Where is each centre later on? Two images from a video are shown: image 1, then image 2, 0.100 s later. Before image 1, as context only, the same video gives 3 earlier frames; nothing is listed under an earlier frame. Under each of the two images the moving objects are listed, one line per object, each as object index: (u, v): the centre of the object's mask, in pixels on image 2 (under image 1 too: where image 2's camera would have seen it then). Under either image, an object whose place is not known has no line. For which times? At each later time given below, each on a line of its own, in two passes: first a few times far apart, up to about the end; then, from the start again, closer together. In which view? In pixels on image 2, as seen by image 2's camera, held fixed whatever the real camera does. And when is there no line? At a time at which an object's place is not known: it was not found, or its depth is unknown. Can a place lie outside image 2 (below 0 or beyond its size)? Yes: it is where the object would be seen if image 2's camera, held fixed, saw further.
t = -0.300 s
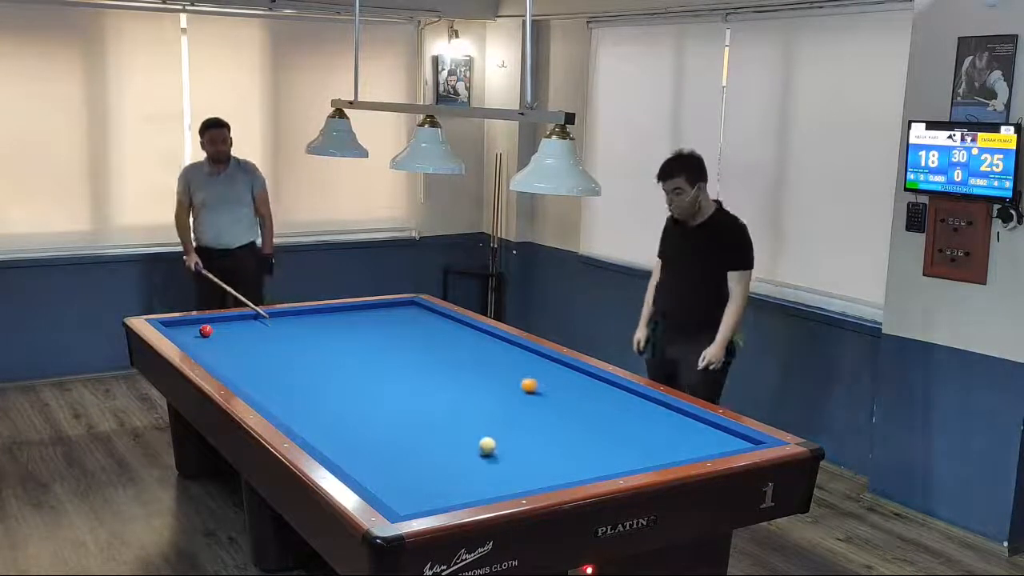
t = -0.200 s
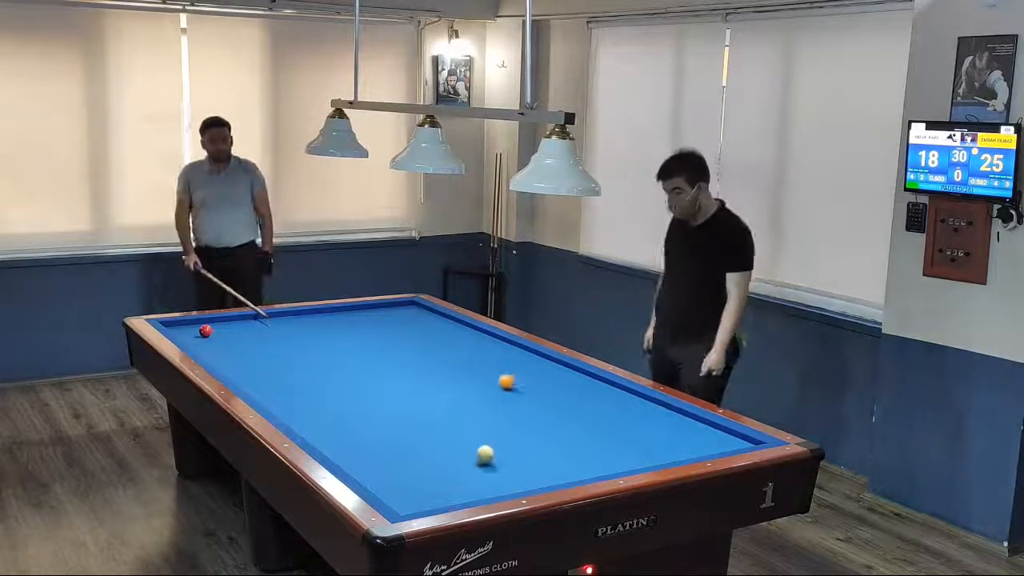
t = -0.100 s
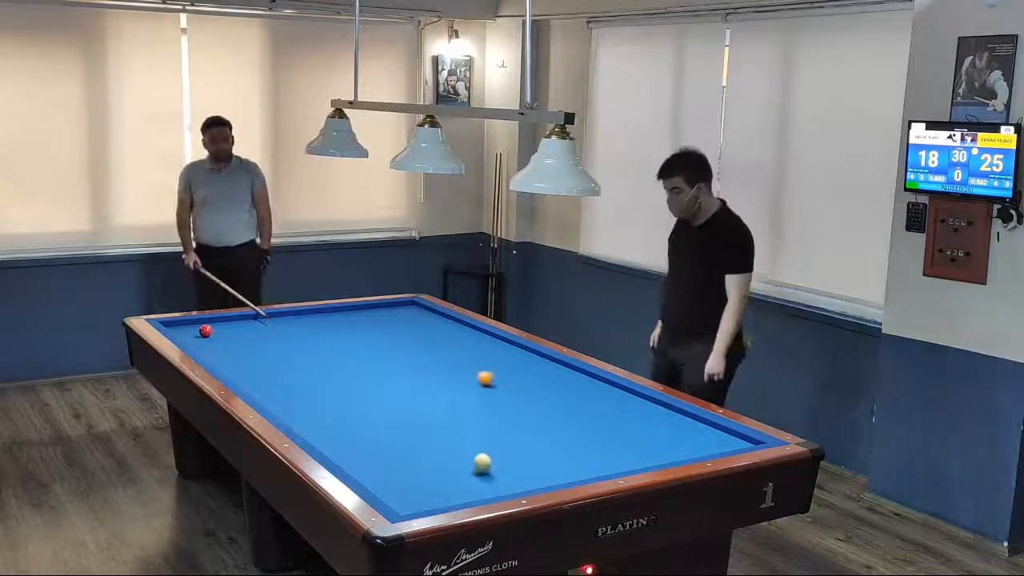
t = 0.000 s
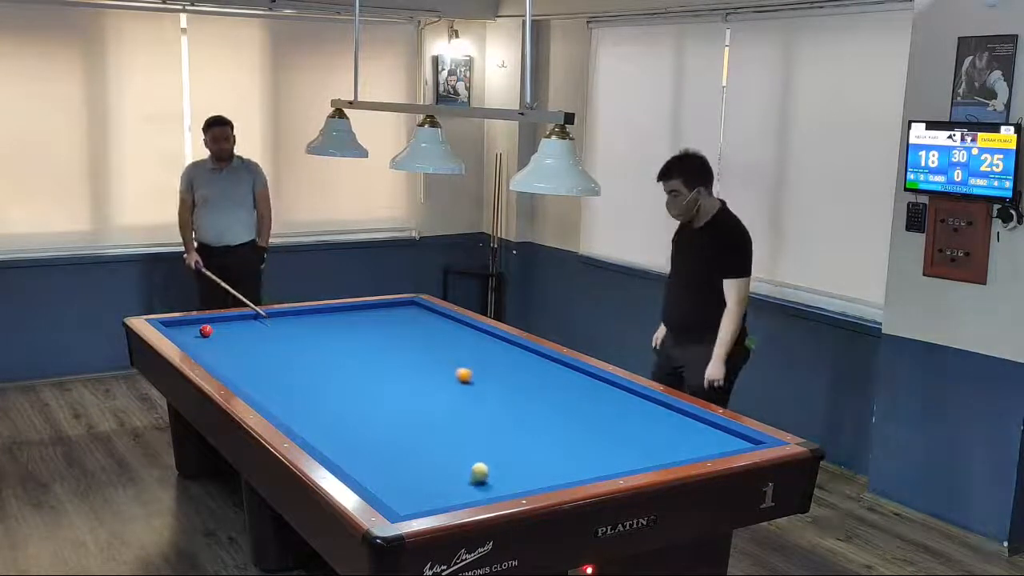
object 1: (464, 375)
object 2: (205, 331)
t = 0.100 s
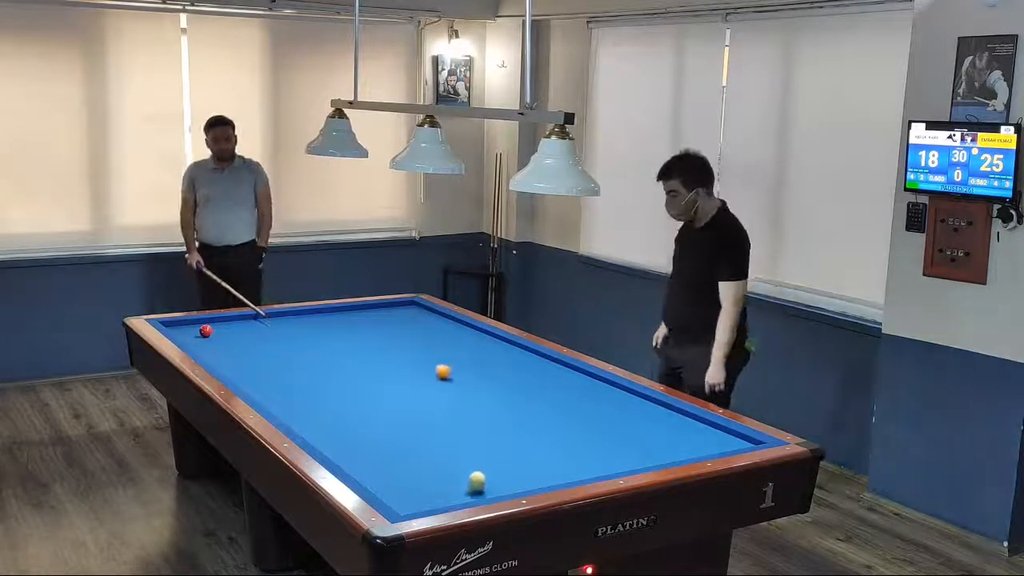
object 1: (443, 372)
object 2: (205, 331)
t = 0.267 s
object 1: (409, 367)
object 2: (205, 331)
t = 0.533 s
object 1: (357, 358)
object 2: (205, 331)
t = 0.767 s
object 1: (315, 351)
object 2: (206, 331)
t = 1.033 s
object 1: (270, 344)
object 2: (205, 331)
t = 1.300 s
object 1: (226, 338)
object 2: (206, 331)
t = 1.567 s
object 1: (186, 334)
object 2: (205, 328)
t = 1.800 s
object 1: (189, 332)
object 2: (205, 323)
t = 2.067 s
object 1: (202, 328)
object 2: (206, 319)
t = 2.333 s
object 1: (215, 325)
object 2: (213, 318)
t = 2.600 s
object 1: (229, 325)
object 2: (218, 321)
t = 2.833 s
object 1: (240, 325)
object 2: (224, 321)
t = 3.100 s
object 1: (252, 325)
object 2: (228, 321)
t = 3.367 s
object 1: (264, 325)
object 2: (231, 320)
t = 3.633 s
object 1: (275, 325)
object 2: (234, 320)
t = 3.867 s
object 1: (284, 325)
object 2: (236, 320)
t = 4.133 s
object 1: (294, 325)
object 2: (238, 319)
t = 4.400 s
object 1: (303, 325)
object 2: (240, 319)
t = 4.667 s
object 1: (311, 325)
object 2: (241, 319)
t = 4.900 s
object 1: (318, 325)
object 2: (241, 319)
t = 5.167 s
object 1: (325, 325)
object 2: (241, 319)
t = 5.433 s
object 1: (331, 325)
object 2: (241, 319)
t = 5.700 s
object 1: (337, 325)
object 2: (241, 319)
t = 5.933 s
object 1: (342, 325)
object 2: (241, 319)
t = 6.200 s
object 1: (346, 324)
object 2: (241, 319)
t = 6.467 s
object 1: (350, 324)
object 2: (241, 319)
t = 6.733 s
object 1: (353, 324)
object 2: (241, 319)
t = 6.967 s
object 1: (355, 324)
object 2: (241, 319)
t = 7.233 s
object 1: (357, 324)
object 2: (241, 319)
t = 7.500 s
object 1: (358, 324)
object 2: (241, 319)
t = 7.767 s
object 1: (359, 324)
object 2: (242, 319)
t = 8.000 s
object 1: (359, 324)
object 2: (242, 319)
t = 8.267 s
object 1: (359, 324)
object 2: (241, 319)
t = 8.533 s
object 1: (359, 324)
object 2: (242, 319)
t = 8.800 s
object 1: (359, 324)
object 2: (242, 319)
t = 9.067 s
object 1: (359, 324)
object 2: (241, 319)
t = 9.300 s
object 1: (359, 324)
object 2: (242, 319)
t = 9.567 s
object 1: (359, 324)
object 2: (242, 319)
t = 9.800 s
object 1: (359, 324)
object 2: (241, 319)
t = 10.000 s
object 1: (359, 324)
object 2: (241, 319)
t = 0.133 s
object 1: (436, 371)
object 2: (205, 331)
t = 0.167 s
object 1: (429, 370)
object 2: (205, 331)
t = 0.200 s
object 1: (422, 369)
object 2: (205, 331)
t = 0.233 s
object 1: (416, 368)
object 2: (205, 331)
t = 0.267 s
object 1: (409, 367)
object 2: (205, 331)
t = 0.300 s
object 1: (403, 366)
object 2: (205, 331)
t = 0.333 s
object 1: (396, 365)
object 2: (205, 331)
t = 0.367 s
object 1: (390, 363)
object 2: (205, 331)
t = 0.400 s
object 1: (384, 363)
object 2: (205, 331)
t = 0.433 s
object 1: (377, 362)
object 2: (205, 331)
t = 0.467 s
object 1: (371, 361)
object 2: (205, 331)
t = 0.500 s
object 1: (364, 360)
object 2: (205, 331)
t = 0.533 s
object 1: (357, 358)
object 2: (205, 331)
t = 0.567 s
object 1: (352, 357)
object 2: (205, 331)
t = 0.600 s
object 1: (345, 356)
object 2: (205, 331)
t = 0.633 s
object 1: (340, 355)
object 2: (205, 331)
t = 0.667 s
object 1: (333, 354)
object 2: (205, 331)
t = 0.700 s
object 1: (328, 354)
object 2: (205, 331)
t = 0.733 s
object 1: (322, 353)
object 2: (205, 331)
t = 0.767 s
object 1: (315, 351)
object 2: (206, 331)
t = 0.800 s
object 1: (310, 351)
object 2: (206, 331)
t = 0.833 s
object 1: (304, 350)
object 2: (206, 331)
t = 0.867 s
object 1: (298, 349)
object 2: (206, 331)
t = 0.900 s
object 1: (292, 348)
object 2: (206, 331)
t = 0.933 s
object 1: (286, 347)
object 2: (206, 331)
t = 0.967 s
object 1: (281, 346)
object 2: (205, 331)
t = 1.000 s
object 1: (275, 345)
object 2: (205, 331)
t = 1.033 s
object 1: (270, 344)
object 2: (205, 331)
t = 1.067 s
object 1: (264, 343)
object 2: (205, 331)
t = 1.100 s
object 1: (259, 342)
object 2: (206, 331)
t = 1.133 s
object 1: (253, 341)
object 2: (206, 331)
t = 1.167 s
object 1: (248, 340)
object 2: (205, 331)
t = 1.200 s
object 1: (242, 340)
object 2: (205, 331)
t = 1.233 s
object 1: (237, 339)
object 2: (206, 331)
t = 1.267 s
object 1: (232, 338)
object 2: (206, 331)
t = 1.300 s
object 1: (226, 338)
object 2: (206, 331)
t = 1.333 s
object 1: (222, 336)
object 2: (205, 331)
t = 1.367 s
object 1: (217, 335)
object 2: (205, 331)
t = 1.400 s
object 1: (211, 334)
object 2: (204, 330)
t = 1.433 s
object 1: (206, 333)
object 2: (204, 327)
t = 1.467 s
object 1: (201, 333)
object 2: (207, 327)
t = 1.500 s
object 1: (197, 333)
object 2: (206, 328)
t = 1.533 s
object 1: (192, 333)
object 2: (205, 329)
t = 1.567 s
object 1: (186, 334)
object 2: (205, 328)
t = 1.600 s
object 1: (182, 333)
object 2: (205, 327)
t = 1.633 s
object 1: (180, 333)
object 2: (205, 327)
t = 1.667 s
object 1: (182, 333)
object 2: (204, 327)
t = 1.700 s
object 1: (185, 333)
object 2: (205, 326)
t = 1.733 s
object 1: (186, 332)
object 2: (205, 326)
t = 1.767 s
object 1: (188, 332)
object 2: (205, 324)
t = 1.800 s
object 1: (189, 332)
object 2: (205, 323)
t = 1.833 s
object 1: (192, 331)
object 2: (205, 322)
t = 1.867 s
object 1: (194, 331)
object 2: (205, 322)
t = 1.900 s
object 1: (195, 331)
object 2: (205, 322)
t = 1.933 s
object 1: (196, 330)
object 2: (205, 321)
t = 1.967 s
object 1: (198, 330)
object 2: (205, 321)
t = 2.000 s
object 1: (200, 329)
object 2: (206, 320)
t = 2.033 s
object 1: (201, 329)
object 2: (205, 319)
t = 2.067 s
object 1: (202, 328)
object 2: (206, 319)
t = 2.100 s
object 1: (204, 328)
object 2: (207, 319)
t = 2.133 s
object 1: (206, 328)
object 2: (207, 319)
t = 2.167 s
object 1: (208, 327)
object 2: (209, 319)
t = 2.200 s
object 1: (209, 327)
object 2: (211, 319)
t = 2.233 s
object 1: (211, 327)
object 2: (211, 318)
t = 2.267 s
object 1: (212, 326)
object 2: (212, 318)
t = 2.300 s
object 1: (214, 326)
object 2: (212, 318)
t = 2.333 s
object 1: (215, 325)
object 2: (213, 318)
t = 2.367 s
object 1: (217, 325)
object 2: (214, 318)
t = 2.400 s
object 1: (218, 325)
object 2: (214, 319)
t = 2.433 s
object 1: (219, 325)
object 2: (215, 319)
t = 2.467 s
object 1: (221, 325)
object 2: (216, 319)
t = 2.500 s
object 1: (222, 324)
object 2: (216, 320)
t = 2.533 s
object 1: (224, 325)
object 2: (217, 320)
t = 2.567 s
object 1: (227, 325)
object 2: (218, 321)
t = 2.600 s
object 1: (229, 325)
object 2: (218, 321)
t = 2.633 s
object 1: (231, 325)
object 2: (219, 322)
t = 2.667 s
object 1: (232, 325)
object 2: (220, 322)
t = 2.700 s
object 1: (233, 325)
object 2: (222, 321)
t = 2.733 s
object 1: (234, 325)
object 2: (223, 321)
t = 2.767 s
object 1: (236, 325)
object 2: (223, 321)
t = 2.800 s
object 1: (237, 325)
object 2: (224, 321)
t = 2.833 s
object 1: (240, 325)
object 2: (224, 321)
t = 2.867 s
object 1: (241, 325)
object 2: (225, 321)
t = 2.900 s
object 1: (243, 325)
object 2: (225, 321)
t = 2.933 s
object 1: (245, 325)
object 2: (225, 321)
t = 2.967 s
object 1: (246, 325)
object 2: (225, 321)
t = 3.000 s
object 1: (248, 325)
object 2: (226, 321)
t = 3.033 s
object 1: (249, 325)
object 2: (227, 321)
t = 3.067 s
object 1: (250, 325)
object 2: (227, 321)
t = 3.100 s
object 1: (252, 325)
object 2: (228, 321)
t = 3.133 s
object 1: (254, 325)
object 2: (228, 321)
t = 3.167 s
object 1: (255, 325)
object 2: (229, 321)
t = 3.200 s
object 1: (257, 325)
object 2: (229, 321)
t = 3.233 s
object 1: (258, 325)
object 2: (229, 321)
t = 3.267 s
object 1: (260, 325)
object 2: (230, 321)
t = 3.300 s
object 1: (261, 325)
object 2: (230, 321)
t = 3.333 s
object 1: (263, 325)
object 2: (231, 321)
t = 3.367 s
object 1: (264, 325)
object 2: (231, 320)
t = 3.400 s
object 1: (266, 325)
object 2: (231, 320)
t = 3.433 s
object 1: (267, 325)
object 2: (231, 320)
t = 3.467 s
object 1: (268, 325)
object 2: (232, 320)
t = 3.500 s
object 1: (270, 325)
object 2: (232, 320)
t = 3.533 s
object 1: (271, 325)
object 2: (233, 320)
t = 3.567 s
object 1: (272, 325)
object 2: (234, 320)
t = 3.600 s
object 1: (274, 325)
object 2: (234, 320)
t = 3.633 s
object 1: (275, 325)
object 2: (234, 320)
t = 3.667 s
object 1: (276, 325)
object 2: (234, 320)
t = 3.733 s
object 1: (279, 325)
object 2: (235, 320)
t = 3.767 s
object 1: (280, 325)
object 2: (236, 320)
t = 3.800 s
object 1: (282, 325)
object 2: (236, 320)
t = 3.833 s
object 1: (283, 325)
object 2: (236, 320)
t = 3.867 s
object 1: (284, 325)
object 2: (236, 320)
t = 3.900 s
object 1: (286, 325)
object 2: (236, 319)
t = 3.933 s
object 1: (287, 325)
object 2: (237, 320)
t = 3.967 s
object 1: (288, 325)
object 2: (237, 319)
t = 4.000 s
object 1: (289, 325)
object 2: (237, 319)
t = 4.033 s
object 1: (290, 325)
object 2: (237, 319)
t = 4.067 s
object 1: (292, 325)
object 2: (238, 319)
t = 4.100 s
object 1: (293, 325)
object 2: (238, 319)
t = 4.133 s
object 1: (294, 325)
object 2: (238, 319)
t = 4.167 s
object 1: (295, 325)
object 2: (238, 319)
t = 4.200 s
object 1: (296, 325)
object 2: (239, 319)
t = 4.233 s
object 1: (298, 325)
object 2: (239, 319)
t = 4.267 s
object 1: (299, 325)
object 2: (239, 319)
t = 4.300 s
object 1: (300, 325)
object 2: (239, 319)
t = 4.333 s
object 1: (301, 325)
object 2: (239, 319)
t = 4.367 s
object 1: (302, 325)
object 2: (240, 319)
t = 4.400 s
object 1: (303, 325)
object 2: (240, 319)
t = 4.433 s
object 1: (304, 325)
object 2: (240, 319)
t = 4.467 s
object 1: (305, 325)
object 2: (240, 319)
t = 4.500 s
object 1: (306, 325)
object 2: (240, 319)
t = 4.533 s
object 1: (307, 325)
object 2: (240, 319)
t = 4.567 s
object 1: (308, 325)
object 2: (240, 319)
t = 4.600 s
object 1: (309, 325)
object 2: (241, 319)
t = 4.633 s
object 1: (310, 325)
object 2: (241, 319)
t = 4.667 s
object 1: (311, 325)
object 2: (241, 319)
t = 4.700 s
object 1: (312, 325)
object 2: (241, 319)
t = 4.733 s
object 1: (313, 325)
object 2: (241, 319)
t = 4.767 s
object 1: (314, 325)
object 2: (241, 319)
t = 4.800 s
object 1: (315, 325)
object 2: (241, 319)
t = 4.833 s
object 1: (316, 325)
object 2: (241, 319)
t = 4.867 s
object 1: (317, 325)
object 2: (241, 319)
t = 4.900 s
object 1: (318, 325)
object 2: (241, 319)
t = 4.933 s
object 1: (319, 325)
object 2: (241, 319)
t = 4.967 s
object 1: (320, 325)
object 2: (241, 319)
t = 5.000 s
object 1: (321, 325)
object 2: (241, 319)
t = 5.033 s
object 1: (321, 325)
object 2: (241, 319)
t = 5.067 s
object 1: (322, 325)
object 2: (241, 319)
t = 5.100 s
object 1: (323, 325)
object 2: (241, 319)
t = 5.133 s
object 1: (324, 325)
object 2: (241, 319)
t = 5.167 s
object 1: (325, 325)
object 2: (241, 319)
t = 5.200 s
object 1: (326, 325)
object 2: (241, 319)
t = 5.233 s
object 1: (327, 325)
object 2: (241, 319)
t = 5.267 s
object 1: (328, 325)
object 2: (241, 319)
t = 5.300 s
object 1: (328, 325)
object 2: (241, 319)
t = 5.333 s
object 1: (329, 325)
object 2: (241, 319)
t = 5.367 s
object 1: (330, 325)
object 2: (241, 319)
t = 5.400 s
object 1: (330, 325)
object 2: (241, 319)
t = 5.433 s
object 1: (331, 325)
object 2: (241, 319)
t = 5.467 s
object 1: (332, 325)
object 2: (241, 319)
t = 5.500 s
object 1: (333, 325)
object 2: (241, 319)
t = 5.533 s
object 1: (334, 325)
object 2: (241, 319)
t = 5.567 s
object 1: (334, 325)
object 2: (241, 319)
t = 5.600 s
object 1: (335, 325)
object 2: (241, 319)
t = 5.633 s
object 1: (336, 325)
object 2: (241, 319)
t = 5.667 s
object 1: (337, 325)
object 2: (241, 319)
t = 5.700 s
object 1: (337, 325)
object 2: (241, 319)
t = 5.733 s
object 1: (338, 325)
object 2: (241, 319)
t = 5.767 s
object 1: (338, 325)
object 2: (241, 319)
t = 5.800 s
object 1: (339, 324)
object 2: (241, 319)
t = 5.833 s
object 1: (340, 325)
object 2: (241, 319)
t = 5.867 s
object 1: (340, 325)
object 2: (241, 319)
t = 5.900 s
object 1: (341, 325)
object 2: (241, 319)
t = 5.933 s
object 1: (342, 325)
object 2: (241, 319)
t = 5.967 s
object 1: (342, 325)
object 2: (241, 319)
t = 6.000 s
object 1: (343, 325)
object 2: (241, 319)
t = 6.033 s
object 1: (343, 325)
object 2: (241, 319)
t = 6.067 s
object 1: (344, 325)
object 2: (241, 319)
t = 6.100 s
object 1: (344, 325)
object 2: (241, 319)
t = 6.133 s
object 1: (345, 325)
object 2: (241, 319)
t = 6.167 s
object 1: (345, 325)
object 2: (241, 319)
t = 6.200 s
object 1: (346, 324)
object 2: (241, 319)
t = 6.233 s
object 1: (347, 324)
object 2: (241, 319)
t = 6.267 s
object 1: (347, 324)
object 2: (241, 319)
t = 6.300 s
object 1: (347, 324)
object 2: (241, 319)
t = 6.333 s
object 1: (348, 324)
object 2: (241, 319)
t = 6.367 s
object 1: (348, 324)
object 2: (241, 319)
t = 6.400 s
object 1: (349, 324)
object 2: (241, 319)
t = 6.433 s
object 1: (349, 324)
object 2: (241, 319)
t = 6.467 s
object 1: (350, 324)
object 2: (241, 319)
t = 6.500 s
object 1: (350, 324)
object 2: (241, 319)
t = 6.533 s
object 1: (351, 324)
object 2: (241, 319)
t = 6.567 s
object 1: (351, 324)
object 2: (241, 319)
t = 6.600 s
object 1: (351, 324)
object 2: (241, 319)
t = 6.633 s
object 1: (352, 324)
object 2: (241, 319)
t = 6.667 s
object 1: (352, 324)
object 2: (241, 319)
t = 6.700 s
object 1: (353, 324)
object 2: (241, 319)
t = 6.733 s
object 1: (353, 324)
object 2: (241, 319)
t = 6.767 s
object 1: (353, 324)
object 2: (241, 319)
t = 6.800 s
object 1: (353, 324)
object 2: (241, 319)
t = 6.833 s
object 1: (354, 324)
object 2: (241, 319)
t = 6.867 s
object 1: (354, 324)
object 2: (241, 319)
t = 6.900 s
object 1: (354, 324)
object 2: (241, 319)
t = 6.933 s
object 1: (355, 324)
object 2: (241, 319)
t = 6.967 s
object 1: (355, 324)
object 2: (241, 319)
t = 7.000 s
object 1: (355, 324)
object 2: (241, 319)
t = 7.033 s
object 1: (356, 324)
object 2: (241, 319)
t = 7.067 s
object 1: (356, 324)
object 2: (241, 319)
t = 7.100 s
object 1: (356, 324)
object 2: (241, 319)
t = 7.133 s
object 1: (357, 324)
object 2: (241, 319)
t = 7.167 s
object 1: (357, 324)
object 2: (241, 319)
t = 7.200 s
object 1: (357, 324)
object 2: (241, 319)
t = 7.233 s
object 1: (357, 324)
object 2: (241, 319)
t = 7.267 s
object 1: (357, 324)
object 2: (241, 319)
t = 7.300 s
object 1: (358, 324)
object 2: (241, 319)
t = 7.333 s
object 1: (358, 324)
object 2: (241, 319)
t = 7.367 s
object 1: (358, 324)
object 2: (241, 319)
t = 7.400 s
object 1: (358, 324)
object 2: (241, 319)
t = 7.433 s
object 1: (358, 324)
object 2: (241, 319)
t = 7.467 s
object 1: (358, 324)
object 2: (241, 319)
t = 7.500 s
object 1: (358, 324)
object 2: (241, 319)
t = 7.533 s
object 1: (358, 324)
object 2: (241, 319)
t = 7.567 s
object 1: (358, 324)
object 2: (241, 319)
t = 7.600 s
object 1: (359, 324)
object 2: (241, 319)
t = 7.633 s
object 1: (359, 324)
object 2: (241, 319)
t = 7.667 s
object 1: (359, 324)
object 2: (241, 319)
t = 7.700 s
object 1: (359, 324)
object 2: (241, 319)
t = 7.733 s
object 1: (359, 324)
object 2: (241, 319)
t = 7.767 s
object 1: (359, 324)
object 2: (242, 319)
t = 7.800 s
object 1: (359, 324)
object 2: (241, 319)
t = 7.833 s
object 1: (359, 324)
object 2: (242, 319)
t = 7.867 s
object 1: (359, 324)
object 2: (242, 319)
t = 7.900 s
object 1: (359, 324)
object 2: (242, 319)
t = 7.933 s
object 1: (359, 324)
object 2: (242, 319)
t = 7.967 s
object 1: (359, 324)
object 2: (242, 319)
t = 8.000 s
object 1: (359, 324)
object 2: (242, 319)
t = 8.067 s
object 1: (359, 324)
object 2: (241, 319)
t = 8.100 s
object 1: (359, 324)
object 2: (241, 319)
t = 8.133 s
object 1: (359, 324)
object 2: (241, 319)
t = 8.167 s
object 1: (359, 324)
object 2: (241, 319)
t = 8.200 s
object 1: (359, 324)
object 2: (241, 319)
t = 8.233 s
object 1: (359, 324)
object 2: (241, 319)
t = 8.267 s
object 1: (359, 324)
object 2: (241, 319)
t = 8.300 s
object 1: (359, 324)
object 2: (242, 319)
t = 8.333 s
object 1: (359, 324)
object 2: (242, 319)
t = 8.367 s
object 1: (359, 324)
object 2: (242, 319)
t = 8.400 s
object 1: (359, 324)
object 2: (242, 319)
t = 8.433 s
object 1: (359, 324)
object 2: (241, 319)
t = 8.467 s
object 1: (359, 324)
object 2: (242, 319)
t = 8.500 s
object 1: (359, 324)
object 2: (242, 319)
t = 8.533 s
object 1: (359, 324)
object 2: (242, 319)
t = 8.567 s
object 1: (359, 324)
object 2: (242, 319)
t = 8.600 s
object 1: (359, 324)
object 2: (242, 319)
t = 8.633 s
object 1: (359, 324)
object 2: (242, 319)
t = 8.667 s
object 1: (359, 324)
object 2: (242, 319)
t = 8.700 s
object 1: (359, 324)
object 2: (242, 319)
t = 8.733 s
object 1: (359, 324)
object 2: (242, 319)
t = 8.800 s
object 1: (359, 324)
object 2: (242, 319)
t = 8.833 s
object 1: (359, 324)
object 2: (242, 319)
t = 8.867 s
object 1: (359, 324)
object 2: (242, 319)
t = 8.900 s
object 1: (359, 324)
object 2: (242, 319)
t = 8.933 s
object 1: (359, 324)
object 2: (242, 319)
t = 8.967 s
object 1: (359, 324)
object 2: (241, 319)
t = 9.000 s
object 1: (359, 324)
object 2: (242, 319)
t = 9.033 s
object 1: (359, 324)
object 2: (242, 319)
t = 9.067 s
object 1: (359, 324)
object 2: (241, 319)
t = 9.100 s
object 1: (359, 324)
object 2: (242, 319)
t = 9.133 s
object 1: (359, 324)
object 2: (241, 319)
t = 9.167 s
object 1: (359, 324)
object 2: (241, 319)
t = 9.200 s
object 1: (359, 324)
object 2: (241, 319)
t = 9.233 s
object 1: (359, 324)
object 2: (242, 319)
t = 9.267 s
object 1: (359, 324)
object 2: (241, 319)
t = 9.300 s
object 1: (359, 324)
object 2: (242, 319)
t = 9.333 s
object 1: (359, 324)
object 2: (241, 319)
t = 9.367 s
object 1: (359, 324)
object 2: (242, 319)
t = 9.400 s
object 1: (359, 324)
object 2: (242, 319)
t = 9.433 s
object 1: (359, 324)
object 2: (241, 319)
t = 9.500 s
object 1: (359, 324)
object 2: (241, 319)
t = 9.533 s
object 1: (359, 324)
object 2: (242, 319)
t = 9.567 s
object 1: (359, 324)
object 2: (242, 319)
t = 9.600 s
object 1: (359, 324)
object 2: (242, 319)
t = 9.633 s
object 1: (359, 324)
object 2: (242, 319)
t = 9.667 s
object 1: (359, 324)
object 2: (242, 319)
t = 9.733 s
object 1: (359, 324)
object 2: (241, 319)
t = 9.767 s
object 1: (359, 324)
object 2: (242, 319)
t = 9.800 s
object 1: (359, 324)
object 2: (241, 319)
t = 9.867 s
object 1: (359, 324)
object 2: (241, 319)
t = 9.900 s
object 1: (359, 324)
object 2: (241, 319)
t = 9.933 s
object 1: (359, 324)
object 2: (241, 319)
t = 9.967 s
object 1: (359, 324)
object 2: (241, 319)
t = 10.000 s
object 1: (359, 324)
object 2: (241, 319)
